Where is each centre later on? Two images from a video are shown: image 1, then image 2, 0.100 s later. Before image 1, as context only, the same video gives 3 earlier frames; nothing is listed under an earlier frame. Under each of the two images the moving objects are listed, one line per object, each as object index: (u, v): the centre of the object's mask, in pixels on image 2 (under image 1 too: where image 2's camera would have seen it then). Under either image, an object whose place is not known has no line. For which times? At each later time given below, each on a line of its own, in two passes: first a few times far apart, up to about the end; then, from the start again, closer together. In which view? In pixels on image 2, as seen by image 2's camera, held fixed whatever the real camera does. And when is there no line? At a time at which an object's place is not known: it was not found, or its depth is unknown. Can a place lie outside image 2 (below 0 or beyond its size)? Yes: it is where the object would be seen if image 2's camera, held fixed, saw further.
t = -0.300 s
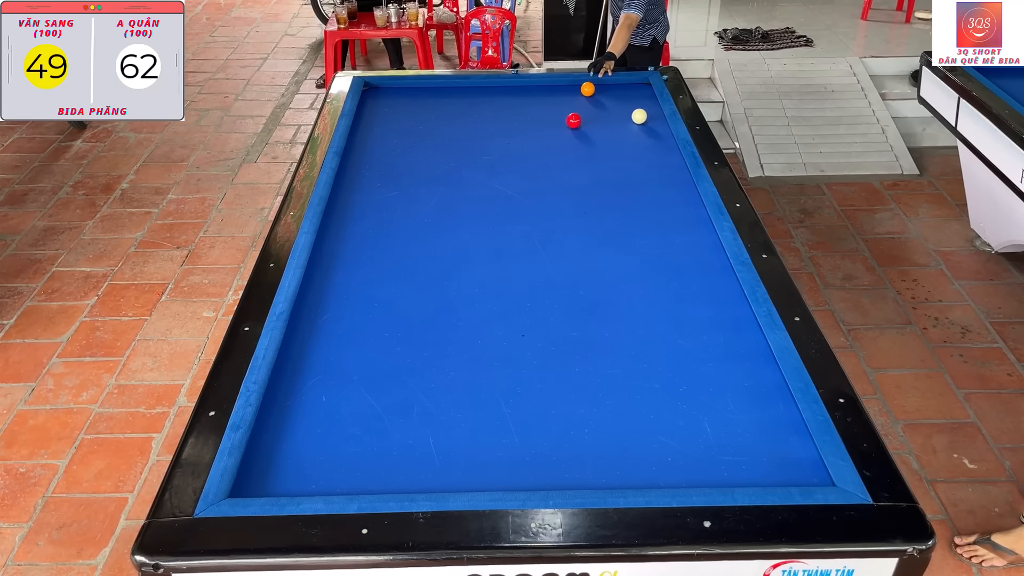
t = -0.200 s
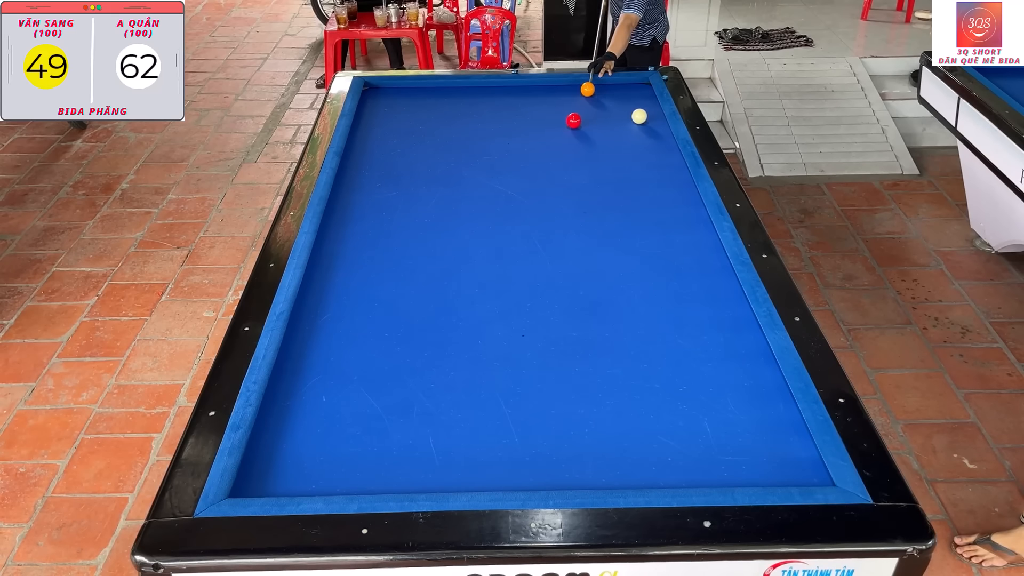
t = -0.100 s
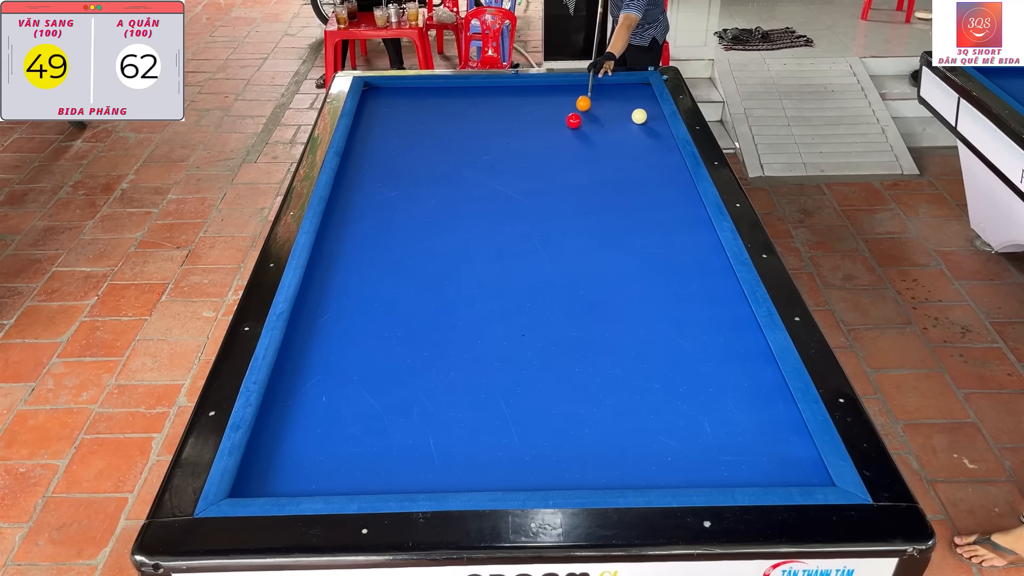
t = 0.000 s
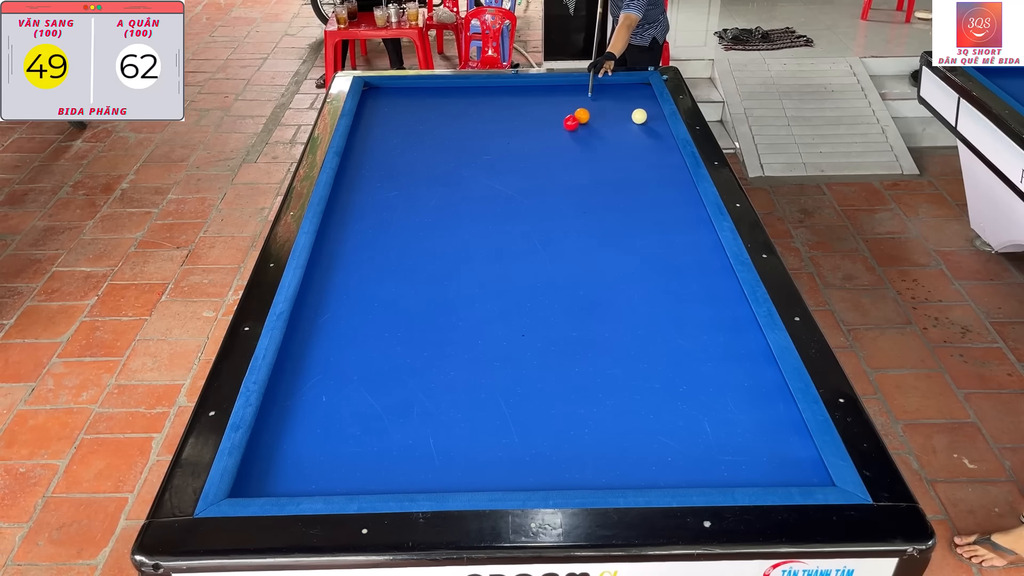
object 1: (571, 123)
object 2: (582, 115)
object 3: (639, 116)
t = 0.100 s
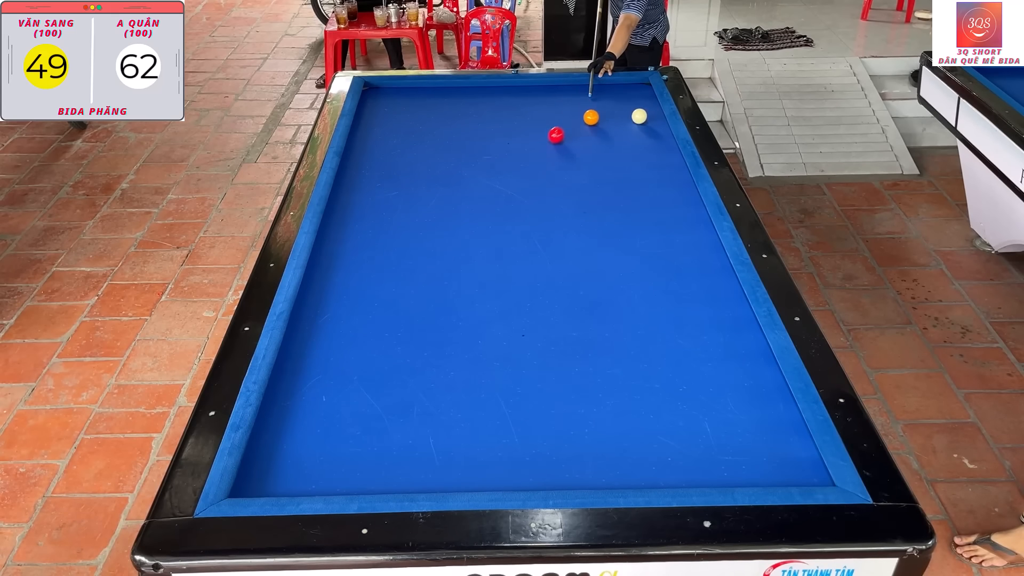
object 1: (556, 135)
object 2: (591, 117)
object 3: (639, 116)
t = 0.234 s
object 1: (537, 151)
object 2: (602, 118)
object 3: (639, 116)
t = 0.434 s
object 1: (510, 173)
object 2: (617, 118)
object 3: (639, 116)
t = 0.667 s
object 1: (474, 202)
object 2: (629, 119)
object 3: (644, 115)
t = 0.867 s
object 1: (440, 230)
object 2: (635, 121)
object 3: (652, 114)
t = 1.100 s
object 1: (395, 265)
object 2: (642, 123)
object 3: (654, 113)
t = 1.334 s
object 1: (345, 306)
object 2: (648, 125)
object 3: (649, 112)
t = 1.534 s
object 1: (295, 346)
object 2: (654, 126)
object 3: (645, 113)
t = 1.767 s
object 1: (306, 389)
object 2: (659, 127)
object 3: (641, 112)
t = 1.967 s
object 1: (316, 431)
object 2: (662, 128)
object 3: (637, 112)
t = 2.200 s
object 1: (330, 484)
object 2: (660, 129)
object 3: (634, 112)
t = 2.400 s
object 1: (356, 459)
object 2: (659, 129)
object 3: (632, 112)
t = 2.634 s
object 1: (385, 429)
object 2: (658, 130)
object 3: (629, 112)
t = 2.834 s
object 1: (407, 406)
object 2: (657, 131)
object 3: (628, 112)
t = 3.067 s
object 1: (431, 382)
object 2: (657, 131)
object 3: (626, 112)
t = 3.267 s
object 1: (450, 363)
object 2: (657, 131)
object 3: (625, 112)
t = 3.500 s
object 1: (471, 342)
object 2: (657, 131)
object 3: (625, 112)
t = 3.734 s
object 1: (489, 324)
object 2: (657, 131)
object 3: (625, 112)
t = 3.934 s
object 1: (504, 309)
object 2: (657, 131)
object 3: (625, 112)
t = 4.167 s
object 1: (520, 293)
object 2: (657, 131)
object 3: (625, 112)
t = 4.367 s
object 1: (533, 280)
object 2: (657, 131)
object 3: (625, 112)
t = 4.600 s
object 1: (547, 267)
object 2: (657, 131)
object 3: (625, 112)
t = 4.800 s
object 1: (558, 256)
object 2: (657, 131)
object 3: (625, 112)
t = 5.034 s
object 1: (571, 244)
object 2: (657, 131)
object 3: (625, 112)
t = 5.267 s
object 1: (583, 233)
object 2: (657, 131)
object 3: (625, 112)
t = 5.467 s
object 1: (592, 224)
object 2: (657, 131)
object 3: (625, 112)
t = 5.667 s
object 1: (601, 216)
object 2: (657, 131)
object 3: (625, 112)
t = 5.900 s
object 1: (611, 206)
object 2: (657, 131)
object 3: (625, 112)
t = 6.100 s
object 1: (619, 199)
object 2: (657, 131)
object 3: (625, 112)
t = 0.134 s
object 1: (551, 139)
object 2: (594, 117)
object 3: (639, 116)
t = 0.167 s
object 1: (546, 143)
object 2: (596, 118)
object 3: (639, 116)
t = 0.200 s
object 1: (542, 147)
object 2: (599, 118)
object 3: (639, 116)
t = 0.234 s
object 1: (537, 151)
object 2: (602, 118)
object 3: (639, 116)
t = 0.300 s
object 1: (528, 158)
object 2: (607, 118)
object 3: (639, 116)
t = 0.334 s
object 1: (524, 162)
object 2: (609, 118)
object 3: (639, 116)
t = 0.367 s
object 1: (519, 165)
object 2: (612, 118)
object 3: (639, 116)
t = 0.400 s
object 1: (514, 169)
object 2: (614, 118)
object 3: (639, 116)
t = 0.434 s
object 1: (510, 173)
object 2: (617, 118)
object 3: (639, 116)
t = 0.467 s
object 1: (505, 177)
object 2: (620, 118)
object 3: (639, 116)
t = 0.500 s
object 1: (500, 181)
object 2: (622, 118)
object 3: (639, 116)
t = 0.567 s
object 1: (490, 189)
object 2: (626, 119)
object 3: (640, 116)
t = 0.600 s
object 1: (485, 194)
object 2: (627, 119)
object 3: (642, 115)
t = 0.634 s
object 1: (479, 198)
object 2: (628, 119)
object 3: (643, 115)
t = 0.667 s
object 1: (474, 202)
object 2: (629, 119)
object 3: (644, 115)
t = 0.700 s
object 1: (469, 206)
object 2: (630, 120)
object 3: (646, 115)
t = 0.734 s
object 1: (463, 211)
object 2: (631, 120)
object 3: (647, 115)
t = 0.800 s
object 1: (452, 220)
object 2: (633, 120)
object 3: (649, 114)
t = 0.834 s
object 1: (446, 225)
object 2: (634, 121)
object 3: (651, 114)
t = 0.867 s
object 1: (440, 230)
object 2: (635, 121)
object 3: (652, 114)
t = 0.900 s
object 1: (434, 235)
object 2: (636, 121)
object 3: (653, 114)
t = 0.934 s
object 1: (428, 239)
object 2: (637, 121)
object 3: (654, 114)
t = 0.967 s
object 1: (422, 244)
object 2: (638, 122)
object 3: (655, 114)
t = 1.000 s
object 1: (415, 249)
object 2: (639, 122)
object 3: (656, 113)
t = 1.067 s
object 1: (402, 260)
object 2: (641, 122)
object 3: (655, 113)
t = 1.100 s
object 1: (395, 265)
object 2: (642, 123)
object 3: (654, 113)
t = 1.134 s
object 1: (389, 271)
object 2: (643, 123)
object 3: (654, 113)
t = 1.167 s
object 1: (382, 276)
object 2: (644, 123)
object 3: (653, 113)
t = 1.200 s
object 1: (375, 282)
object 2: (645, 123)
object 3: (652, 112)
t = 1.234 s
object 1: (367, 288)
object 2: (646, 124)
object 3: (652, 112)
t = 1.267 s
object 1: (360, 294)
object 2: (647, 124)
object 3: (651, 112)
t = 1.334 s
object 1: (345, 306)
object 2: (648, 125)
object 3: (649, 112)
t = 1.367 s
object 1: (337, 312)
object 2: (649, 125)
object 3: (648, 112)
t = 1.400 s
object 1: (329, 318)
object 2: (650, 125)
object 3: (648, 112)
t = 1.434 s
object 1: (320, 325)
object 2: (651, 125)
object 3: (647, 112)
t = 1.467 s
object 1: (312, 332)
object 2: (652, 125)
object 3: (646, 113)
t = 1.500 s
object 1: (303, 339)
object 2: (653, 125)
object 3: (645, 113)
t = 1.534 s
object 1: (295, 346)
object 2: (654, 126)
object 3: (645, 113)
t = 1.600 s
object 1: (295, 358)
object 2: (655, 126)
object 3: (644, 113)
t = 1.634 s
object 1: (298, 364)
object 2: (656, 126)
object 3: (643, 113)
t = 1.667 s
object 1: (301, 370)
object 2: (657, 126)
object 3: (642, 113)
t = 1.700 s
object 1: (303, 376)
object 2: (658, 127)
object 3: (642, 112)
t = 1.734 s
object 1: (304, 383)
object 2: (658, 127)
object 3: (641, 112)
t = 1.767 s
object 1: (306, 389)
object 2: (659, 127)
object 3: (641, 112)
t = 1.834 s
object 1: (309, 403)
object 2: (661, 127)
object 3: (639, 112)
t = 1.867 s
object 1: (311, 409)
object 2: (661, 128)
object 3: (639, 112)
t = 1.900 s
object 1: (313, 416)
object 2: (662, 128)
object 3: (638, 112)
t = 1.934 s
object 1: (314, 424)
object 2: (662, 128)
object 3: (638, 112)
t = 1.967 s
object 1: (316, 431)
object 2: (662, 128)
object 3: (637, 112)
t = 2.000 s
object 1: (318, 438)
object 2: (661, 128)
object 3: (637, 112)
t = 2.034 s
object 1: (320, 446)
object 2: (661, 128)
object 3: (636, 112)
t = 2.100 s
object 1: (324, 461)
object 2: (661, 129)
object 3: (635, 112)
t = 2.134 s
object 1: (326, 469)
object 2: (660, 129)
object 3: (635, 112)
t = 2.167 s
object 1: (328, 477)
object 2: (660, 129)
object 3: (634, 112)
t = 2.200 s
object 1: (330, 484)
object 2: (660, 129)
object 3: (634, 112)
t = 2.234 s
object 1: (333, 485)
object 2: (660, 129)
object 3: (633, 112)
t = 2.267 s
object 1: (338, 481)
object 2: (660, 129)
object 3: (633, 112)
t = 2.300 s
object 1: (343, 475)
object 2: (659, 129)
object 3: (633, 112)
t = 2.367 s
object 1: (352, 463)
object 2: (659, 129)
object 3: (632, 112)
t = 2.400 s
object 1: (356, 459)
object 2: (659, 129)
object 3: (632, 112)
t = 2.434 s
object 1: (361, 454)
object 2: (659, 129)
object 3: (631, 112)
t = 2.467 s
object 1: (365, 450)
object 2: (658, 130)
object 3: (631, 112)
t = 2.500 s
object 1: (369, 446)
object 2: (658, 130)
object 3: (631, 112)
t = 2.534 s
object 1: (373, 441)
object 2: (658, 130)
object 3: (630, 112)
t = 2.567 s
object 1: (377, 437)
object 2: (658, 130)
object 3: (630, 112)
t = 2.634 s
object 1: (385, 429)
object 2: (658, 130)
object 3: (629, 112)
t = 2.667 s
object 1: (389, 425)
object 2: (658, 130)
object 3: (629, 112)
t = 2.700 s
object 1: (393, 421)
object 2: (657, 130)
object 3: (629, 112)
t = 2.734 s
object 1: (397, 418)
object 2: (657, 130)
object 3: (628, 112)
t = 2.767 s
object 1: (400, 414)
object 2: (657, 130)
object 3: (628, 112)
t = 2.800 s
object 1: (404, 410)
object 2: (657, 130)
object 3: (628, 112)
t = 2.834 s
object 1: (407, 406)
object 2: (657, 131)
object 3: (628, 112)
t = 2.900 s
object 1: (414, 399)
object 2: (657, 131)
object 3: (627, 112)
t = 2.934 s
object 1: (418, 395)
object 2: (657, 131)
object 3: (627, 112)
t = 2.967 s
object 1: (421, 392)
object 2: (657, 131)
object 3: (627, 112)
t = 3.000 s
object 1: (424, 389)
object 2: (657, 131)
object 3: (627, 112)
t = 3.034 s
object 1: (428, 385)
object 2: (657, 131)
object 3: (626, 112)
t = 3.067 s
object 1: (431, 382)
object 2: (657, 131)
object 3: (626, 112)
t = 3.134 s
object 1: (438, 375)
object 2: (657, 131)
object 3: (626, 112)
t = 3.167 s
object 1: (441, 372)
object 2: (657, 131)
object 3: (626, 112)
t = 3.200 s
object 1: (444, 369)
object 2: (657, 131)
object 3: (626, 112)
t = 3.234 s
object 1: (447, 366)
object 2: (657, 131)
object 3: (626, 112)
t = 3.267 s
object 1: (450, 363)
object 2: (657, 131)
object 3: (625, 112)
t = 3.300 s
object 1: (453, 360)
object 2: (657, 131)
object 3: (625, 112)
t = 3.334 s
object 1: (456, 357)
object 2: (657, 131)
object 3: (625, 112)
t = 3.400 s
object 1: (462, 351)
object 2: (657, 131)
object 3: (625, 112)
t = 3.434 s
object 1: (465, 348)
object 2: (657, 131)
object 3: (625, 112)
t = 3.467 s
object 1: (468, 345)
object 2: (657, 131)
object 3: (625, 112)
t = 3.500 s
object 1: (471, 342)
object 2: (657, 131)
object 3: (625, 112)
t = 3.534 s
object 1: (473, 340)
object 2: (657, 131)
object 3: (625, 112)
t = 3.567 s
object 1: (476, 337)
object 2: (657, 131)
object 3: (625, 112)
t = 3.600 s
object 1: (479, 334)
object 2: (657, 131)
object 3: (625, 112)
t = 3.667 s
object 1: (484, 329)
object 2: (657, 131)
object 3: (625, 112)
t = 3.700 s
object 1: (487, 326)
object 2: (657, 131)
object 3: (625, 112)
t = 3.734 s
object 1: (489, 324)
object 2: (657, 131)
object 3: (625, 112)
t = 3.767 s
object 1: (492, 321)
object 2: (657, 131)
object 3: (625, 112)
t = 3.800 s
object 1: (494, 319)
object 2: (657, 131)
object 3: (625, 112)
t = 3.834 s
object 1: (497, 316)
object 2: (657, 131)
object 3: (625, 112)
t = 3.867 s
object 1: (499, 314)
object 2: (657, 131)
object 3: (625, 112)
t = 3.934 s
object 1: (504, 309)
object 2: (657, 131)
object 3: (625, 112)
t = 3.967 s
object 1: (506, 307)
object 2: (657, 131)
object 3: (625, 112)
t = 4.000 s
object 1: (509, 304)
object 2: (657, 131)
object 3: (625, 112)
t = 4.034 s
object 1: (511, 302)
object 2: (657, 131)
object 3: (625, 112)
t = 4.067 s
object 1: (513, 300)
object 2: (657, 131)
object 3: (625, 112)
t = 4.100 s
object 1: (516, 297)
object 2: (657, 131)
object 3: (625, 112)
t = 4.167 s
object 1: (520, 293)
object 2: (657, 131)
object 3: (625, 112)
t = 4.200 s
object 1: (522, 291)
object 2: (657, 131)
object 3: (625, 112)
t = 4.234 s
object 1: (525, 289)
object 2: (657, 131)
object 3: (625, 112)
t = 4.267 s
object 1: (527, 287)
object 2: (657, 131)
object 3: (625, 112)
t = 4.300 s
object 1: (529, 284)
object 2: (657, 131)
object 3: (625, 112)
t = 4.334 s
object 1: (531, 282)
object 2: (657, 131)
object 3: (625, 112)
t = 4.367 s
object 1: (533, 280)
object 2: (657, 131)
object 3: (625, 112)
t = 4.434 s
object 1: (537, 276)
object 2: (657, 131)
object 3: (625, 112)
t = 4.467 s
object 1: (540, 274)
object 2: (657, 131)
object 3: (625, 112)
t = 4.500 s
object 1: (541, 272)
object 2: (657, 131)
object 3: (625, 112)
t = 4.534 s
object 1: (543, 271)
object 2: (657, 131)
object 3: (625, 112)
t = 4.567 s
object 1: (545, 269)
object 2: (657, 131)
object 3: (625, 112)
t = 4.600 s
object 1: (547, 267)
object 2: (657, 131)
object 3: (625, 112)
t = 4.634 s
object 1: (549, 265)
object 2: (657, 131)
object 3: (625, 112)
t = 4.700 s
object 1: (553, 261)
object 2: (657, 131)
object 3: (625, 112)
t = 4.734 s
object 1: (555, 259)
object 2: (657, 131)
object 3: (625, 112)
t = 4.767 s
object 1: (557, 258)
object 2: (657, 131)
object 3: (625, 112)
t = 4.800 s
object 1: (558, 256)
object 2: (657, 131)
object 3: (625, 112)
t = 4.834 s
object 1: (560, 254)
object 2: (657, 131)
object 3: (625, 112)
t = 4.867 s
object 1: (562, 252)
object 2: (657, 131)
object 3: (625, 112)
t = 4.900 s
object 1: (564, 251)
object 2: (657, 131)
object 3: (625, 112)
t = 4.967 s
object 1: (567, 247)
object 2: (657, 131)
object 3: (625, 112)
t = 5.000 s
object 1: (569, 246)
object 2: (657, 131)
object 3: (625, 112)
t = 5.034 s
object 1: (571, 244)
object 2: (657, 131)
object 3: (625, 112)
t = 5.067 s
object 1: (573, 242)
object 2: (657, 131)
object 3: (625, 112)
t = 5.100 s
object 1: (574, 241)
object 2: (657, 131)
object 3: (625, 112)
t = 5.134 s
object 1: (576, 239)
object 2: (657, 131)
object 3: (625, 112)
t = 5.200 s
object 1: (579, 236)
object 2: (657, 131)
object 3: (625, 112)
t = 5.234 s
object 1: (581, 235)
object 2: (657, 131)
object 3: (625, 112)
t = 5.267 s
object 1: (583, 233)
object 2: (657, 131)
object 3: (625, 112)
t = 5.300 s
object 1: (584, 231)
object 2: (657, 131)
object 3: (625, 112)
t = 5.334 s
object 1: (586, 230)
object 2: (657, 131)
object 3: (625, 112)
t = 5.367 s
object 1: (587, 228)
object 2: (657, 131)
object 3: (625, 112)
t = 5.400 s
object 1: (589, 227)
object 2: (657, 131)
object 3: (625, 112)
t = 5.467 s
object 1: (592, 224)
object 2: (657, 131)
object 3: (625, 112)
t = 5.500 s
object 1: (594, 223)
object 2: (657, 131)
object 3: (625, 112)
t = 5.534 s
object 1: (595, 221)
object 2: (657, 131)
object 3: (625, 112)
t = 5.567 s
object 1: (597, 220)
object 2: (657, 131)
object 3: (625, 112)
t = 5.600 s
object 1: (598, 218)
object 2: (657, 131)
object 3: (625, 112)
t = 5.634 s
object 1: (600, 217)
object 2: (657, 131)
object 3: (625, 112)
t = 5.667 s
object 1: (601, 216)
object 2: (657, 131)
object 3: (625, 112)
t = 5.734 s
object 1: (604, 213)
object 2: (657, 131)
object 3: (625, 112)
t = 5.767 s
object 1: (605, 212)
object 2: (657, 131)
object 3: (625, 112)
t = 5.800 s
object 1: (607, 210)
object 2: (657, 131)
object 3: (625, 112)
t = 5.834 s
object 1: (608, 209)
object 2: (657, 131)
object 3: (625, 112)
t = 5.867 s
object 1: (610, 208)
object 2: (657, 131)
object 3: (625, 112)
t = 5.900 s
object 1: (611, 206)
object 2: (657, 131)
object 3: (625, 112)
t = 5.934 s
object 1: (612, 205)
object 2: (657, 131)
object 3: (625, 112)
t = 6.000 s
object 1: (615, 203)
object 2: (657, 131)
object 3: (625, 112)
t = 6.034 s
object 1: (617, 201)
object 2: (657, 131)
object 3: (625, 112)
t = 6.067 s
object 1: (618, 200)
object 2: (657, 131)
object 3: (625, 112)
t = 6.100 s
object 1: (619, 199)
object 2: (657, 131)
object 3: (625, 112)
